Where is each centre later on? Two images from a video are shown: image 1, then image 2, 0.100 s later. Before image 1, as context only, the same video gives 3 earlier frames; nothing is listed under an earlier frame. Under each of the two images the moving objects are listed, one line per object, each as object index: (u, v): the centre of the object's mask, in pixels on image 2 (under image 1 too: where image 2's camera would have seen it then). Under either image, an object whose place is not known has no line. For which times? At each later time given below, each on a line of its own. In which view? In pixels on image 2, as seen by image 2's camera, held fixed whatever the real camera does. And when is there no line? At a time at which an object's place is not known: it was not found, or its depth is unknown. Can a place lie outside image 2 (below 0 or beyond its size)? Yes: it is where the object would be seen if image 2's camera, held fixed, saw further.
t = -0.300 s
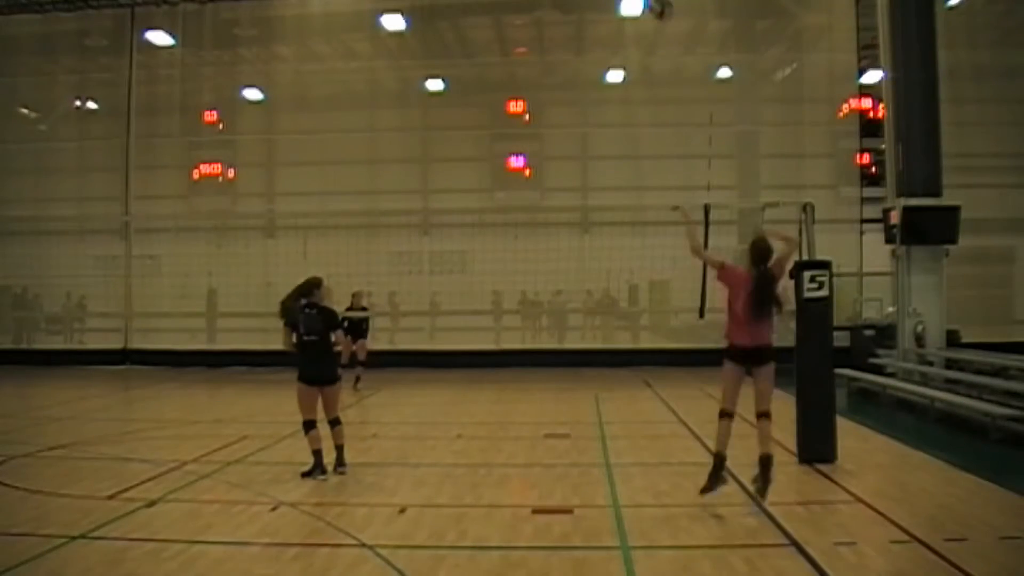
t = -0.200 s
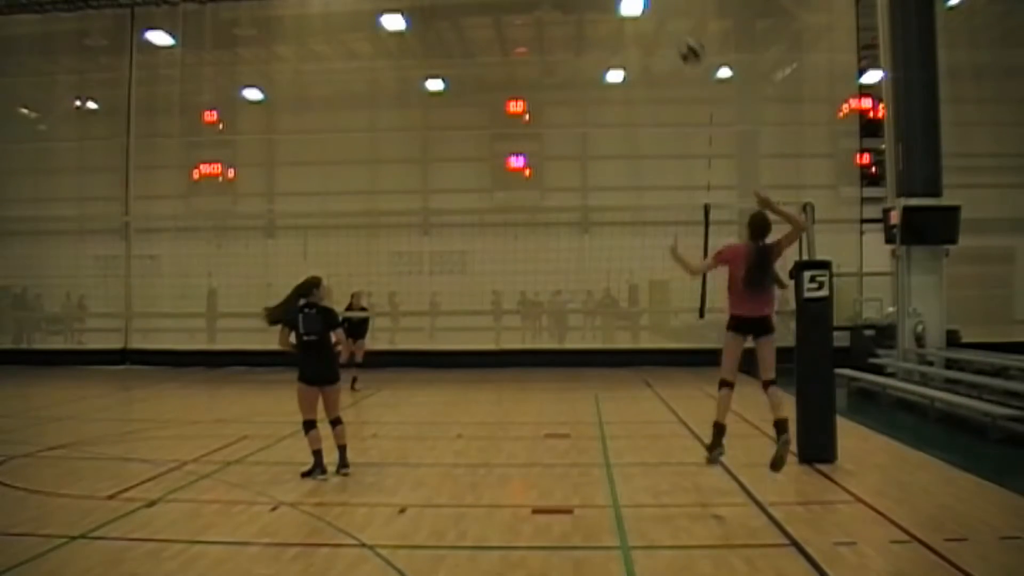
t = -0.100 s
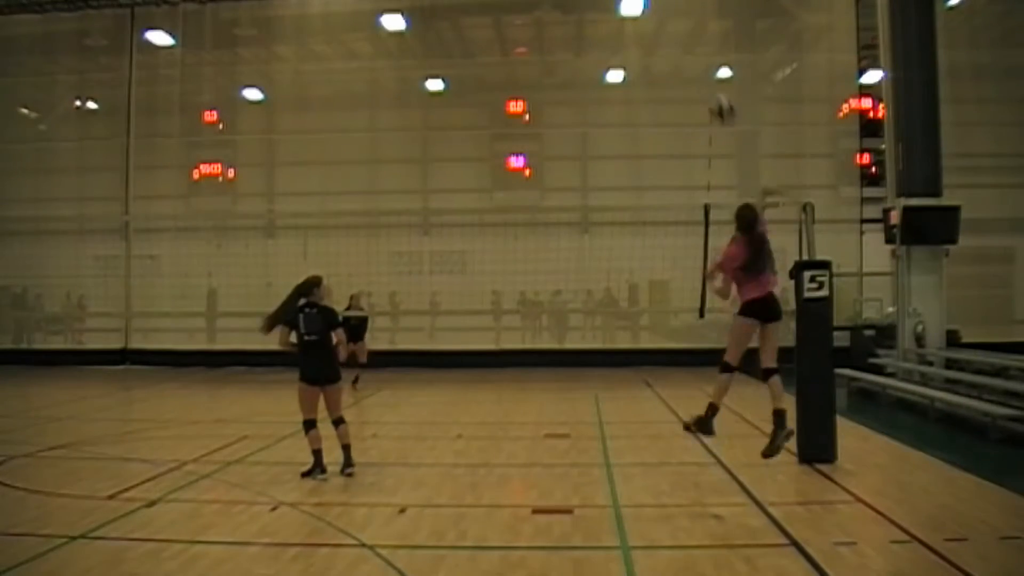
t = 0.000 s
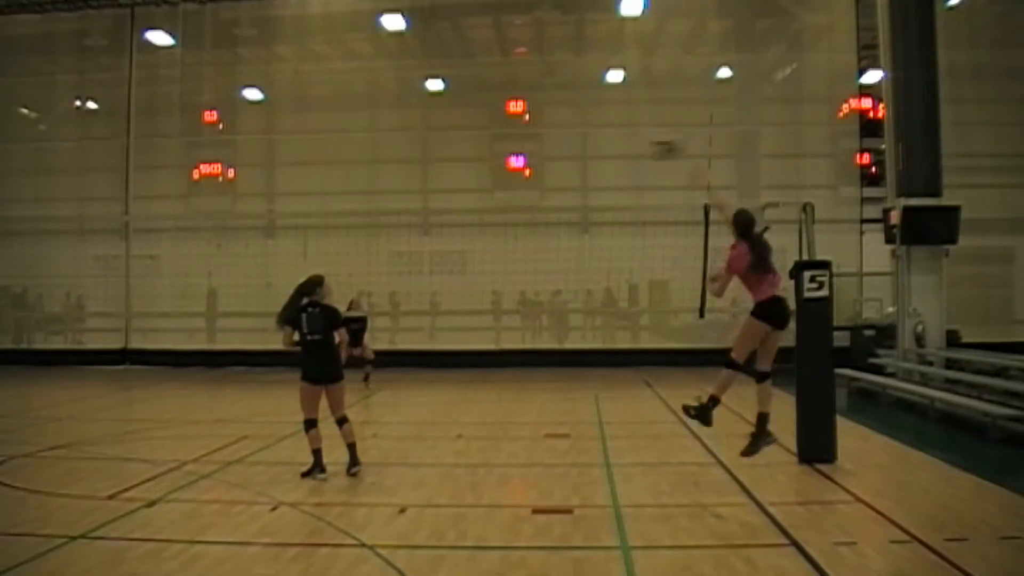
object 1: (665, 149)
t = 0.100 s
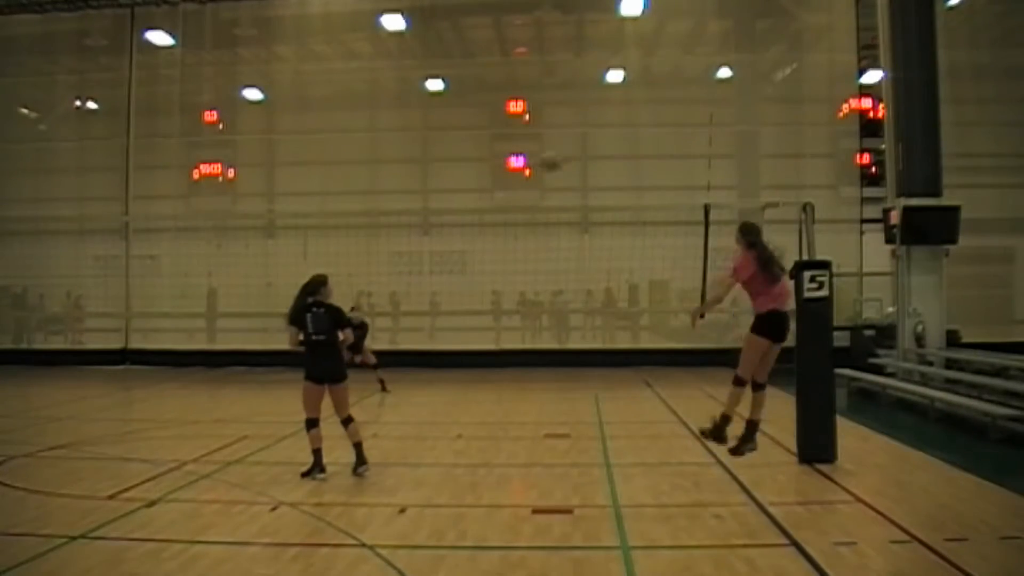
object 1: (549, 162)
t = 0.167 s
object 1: (489, 171)
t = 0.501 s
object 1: (294, 264)
